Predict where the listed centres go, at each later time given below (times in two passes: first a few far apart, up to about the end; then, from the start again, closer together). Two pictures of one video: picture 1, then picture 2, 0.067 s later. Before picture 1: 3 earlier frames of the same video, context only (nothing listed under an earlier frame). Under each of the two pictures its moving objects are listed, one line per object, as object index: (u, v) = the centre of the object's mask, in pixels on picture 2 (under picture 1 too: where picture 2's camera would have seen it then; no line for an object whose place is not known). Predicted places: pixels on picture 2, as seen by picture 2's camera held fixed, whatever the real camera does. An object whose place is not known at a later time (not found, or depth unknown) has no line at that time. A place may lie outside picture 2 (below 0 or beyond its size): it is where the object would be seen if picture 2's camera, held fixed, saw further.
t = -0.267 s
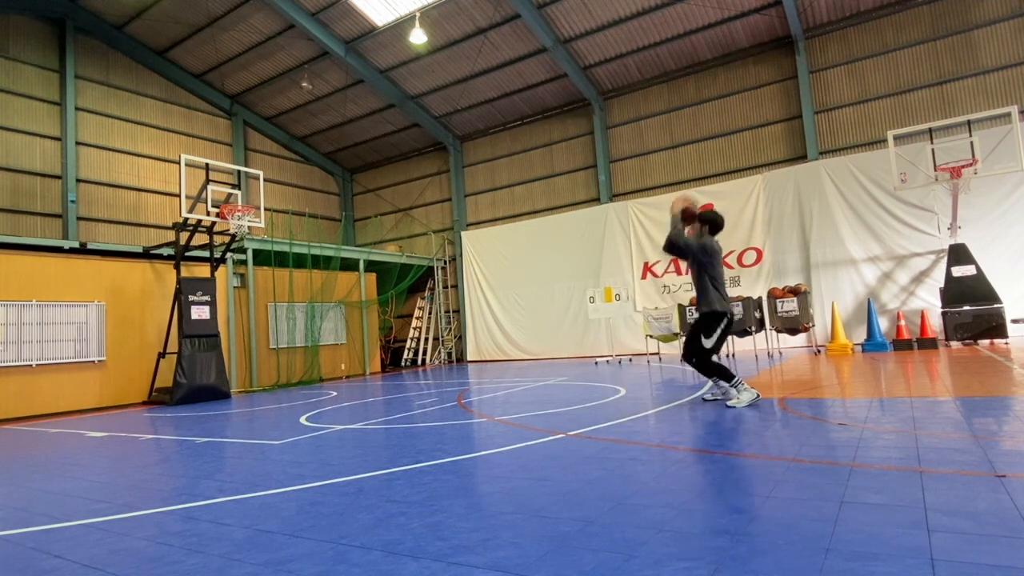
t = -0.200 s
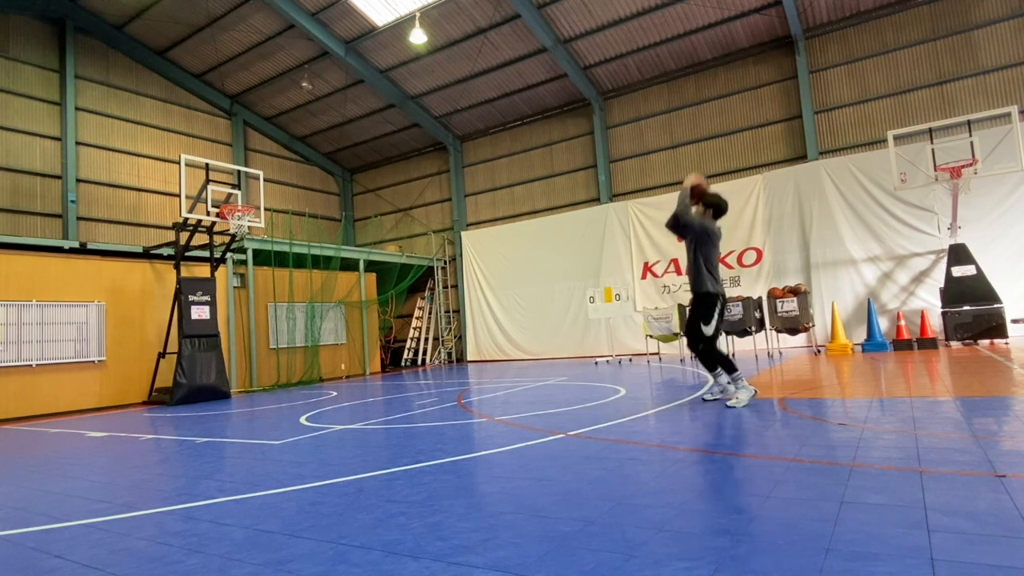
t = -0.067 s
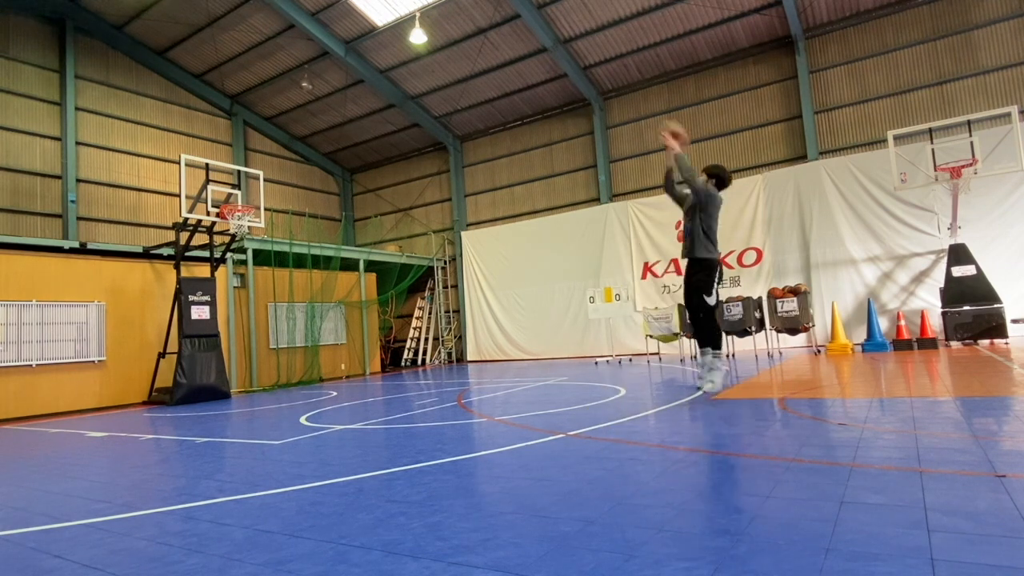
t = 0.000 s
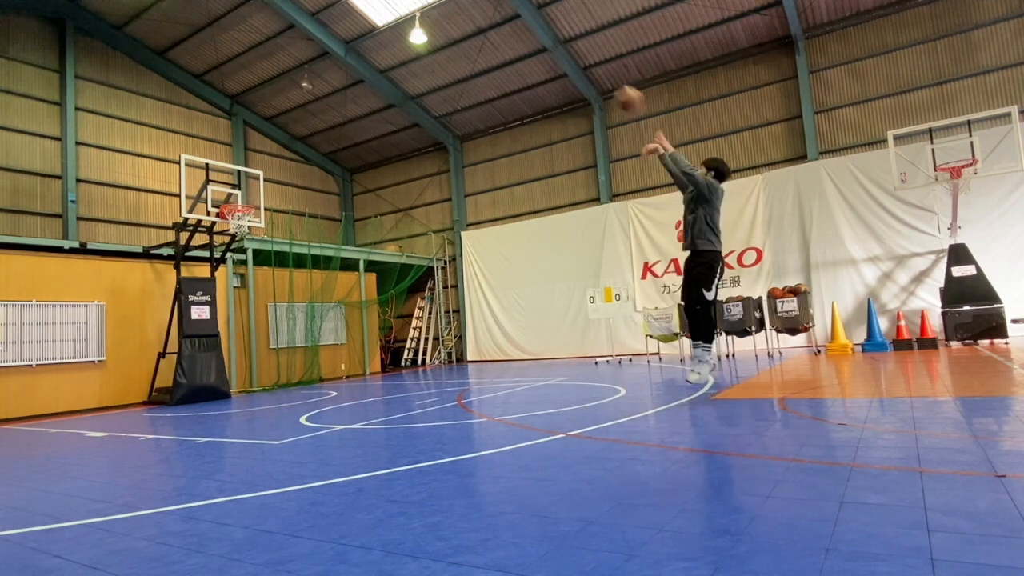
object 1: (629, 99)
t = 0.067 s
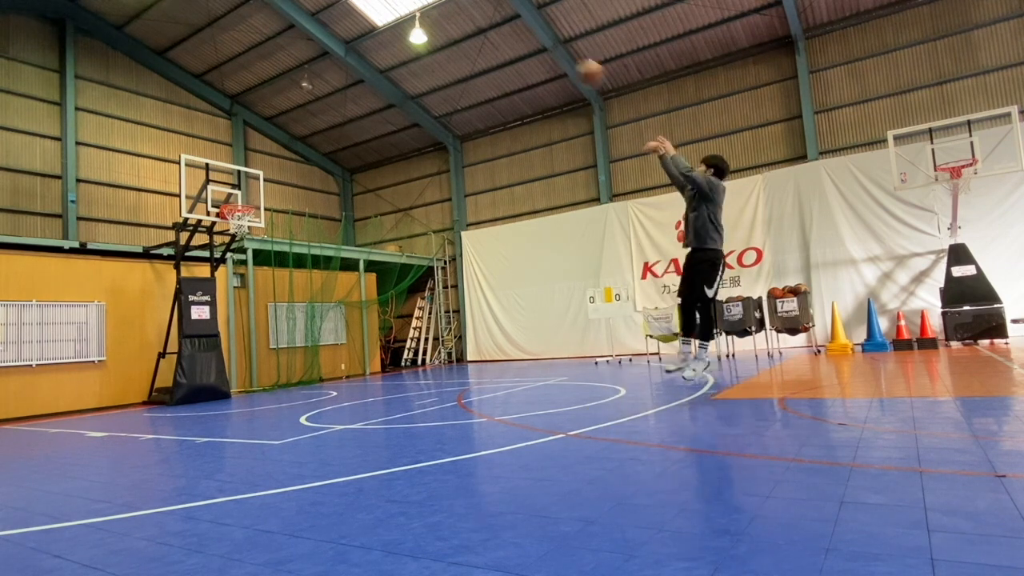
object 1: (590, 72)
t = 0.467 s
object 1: (417, 21)
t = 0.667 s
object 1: (356, 42)
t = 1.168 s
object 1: (249, 191)
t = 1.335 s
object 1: (223, 238)
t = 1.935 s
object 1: (220, 370)
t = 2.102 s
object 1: (231, 340)
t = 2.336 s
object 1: (253, 325)
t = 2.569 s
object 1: (279, 345)
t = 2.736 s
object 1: (298, 386)
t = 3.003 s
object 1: (324, 361)
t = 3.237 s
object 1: (351, 360)
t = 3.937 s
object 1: (449, 391)
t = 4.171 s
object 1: (486, 388)
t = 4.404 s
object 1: (527, 389)
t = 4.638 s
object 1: (571, 391)
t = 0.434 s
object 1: (428, 19)
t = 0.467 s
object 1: (417, 21)
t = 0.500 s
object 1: (406, 22)
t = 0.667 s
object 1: (356, 42)
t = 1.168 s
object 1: (249, 191)
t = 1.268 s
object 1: (233, 228)
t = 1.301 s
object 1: (229, 234)
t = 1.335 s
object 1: (223, 238)
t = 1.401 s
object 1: (222, 255)
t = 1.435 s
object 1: (217, 264)
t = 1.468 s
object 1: (214, 273)
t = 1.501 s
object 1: (212, 283)
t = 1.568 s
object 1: (205, 302)
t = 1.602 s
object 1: (201, 315)
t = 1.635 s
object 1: (200, 326)
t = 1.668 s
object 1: (201, 337)
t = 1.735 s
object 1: (204, 357)
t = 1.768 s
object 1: (207, 372)
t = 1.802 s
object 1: (208, 383)
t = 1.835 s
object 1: (211, 395)
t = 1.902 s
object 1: (217, 378)
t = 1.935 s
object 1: (220, 370)
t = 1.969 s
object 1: (222, 363)
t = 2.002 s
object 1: (226, 356)
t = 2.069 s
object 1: (229, 345)
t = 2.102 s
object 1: (231, 340)
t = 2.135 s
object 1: (235, 336)
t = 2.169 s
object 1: (238, 332)
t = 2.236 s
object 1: (244, 328)
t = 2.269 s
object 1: (247, 325)
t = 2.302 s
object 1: (251, 325)
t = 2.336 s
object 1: (253, 325)
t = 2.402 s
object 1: (260, 327)
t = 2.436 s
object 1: (264, 329)
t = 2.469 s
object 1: (266, 331)
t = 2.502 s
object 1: (270, 336)
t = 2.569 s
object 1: (279, 345)
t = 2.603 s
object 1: (282, 352)
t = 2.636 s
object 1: (286, 359)
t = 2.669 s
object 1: (289, 367)
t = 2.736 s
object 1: (298, 386)
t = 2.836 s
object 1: (309, 383)
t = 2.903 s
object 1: (314, 372)
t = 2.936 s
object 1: (318, 366)
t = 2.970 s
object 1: (321, 364)
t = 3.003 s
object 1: (324, 361)
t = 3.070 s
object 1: (331, 355)
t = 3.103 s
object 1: (336, 354)
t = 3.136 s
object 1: (339, 354)
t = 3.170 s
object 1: (342, 356)
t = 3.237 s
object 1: (351, 360)
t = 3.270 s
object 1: (356, 364)
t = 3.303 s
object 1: (358, 371)
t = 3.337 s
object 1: (364, 373)
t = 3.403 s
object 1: (371, 388)
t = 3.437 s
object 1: (377, 396)
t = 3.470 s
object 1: (380, 393)
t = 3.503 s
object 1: (386, 387)
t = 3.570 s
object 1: (394, 380)
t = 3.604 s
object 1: (398, 378)
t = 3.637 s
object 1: (403, 376)
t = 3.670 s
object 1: (408, 375)
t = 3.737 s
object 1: (417, 377)
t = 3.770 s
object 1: (423, 379)
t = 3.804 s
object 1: (428, 383)
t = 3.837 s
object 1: (434, 387)
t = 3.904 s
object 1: (444, 397)
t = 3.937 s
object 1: (449, 391)
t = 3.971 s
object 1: (454, 388)
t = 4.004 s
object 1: (459, 386)
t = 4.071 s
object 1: (470, 384)
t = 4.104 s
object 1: (475, 384)
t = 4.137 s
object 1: (480, 385)
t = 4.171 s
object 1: (486, 388)
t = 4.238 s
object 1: (498, 396)
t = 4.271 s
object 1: (504, 393)
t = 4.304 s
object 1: (509, 390)
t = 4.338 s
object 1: (515, 389)
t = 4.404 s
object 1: (527, 389)
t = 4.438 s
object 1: (532, 390)
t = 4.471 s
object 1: (539, 393)
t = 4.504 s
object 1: (545, 395)
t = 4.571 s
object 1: (557, 391)
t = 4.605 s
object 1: (564, 390)
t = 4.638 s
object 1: (571, 391)
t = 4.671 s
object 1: (578, 393)
